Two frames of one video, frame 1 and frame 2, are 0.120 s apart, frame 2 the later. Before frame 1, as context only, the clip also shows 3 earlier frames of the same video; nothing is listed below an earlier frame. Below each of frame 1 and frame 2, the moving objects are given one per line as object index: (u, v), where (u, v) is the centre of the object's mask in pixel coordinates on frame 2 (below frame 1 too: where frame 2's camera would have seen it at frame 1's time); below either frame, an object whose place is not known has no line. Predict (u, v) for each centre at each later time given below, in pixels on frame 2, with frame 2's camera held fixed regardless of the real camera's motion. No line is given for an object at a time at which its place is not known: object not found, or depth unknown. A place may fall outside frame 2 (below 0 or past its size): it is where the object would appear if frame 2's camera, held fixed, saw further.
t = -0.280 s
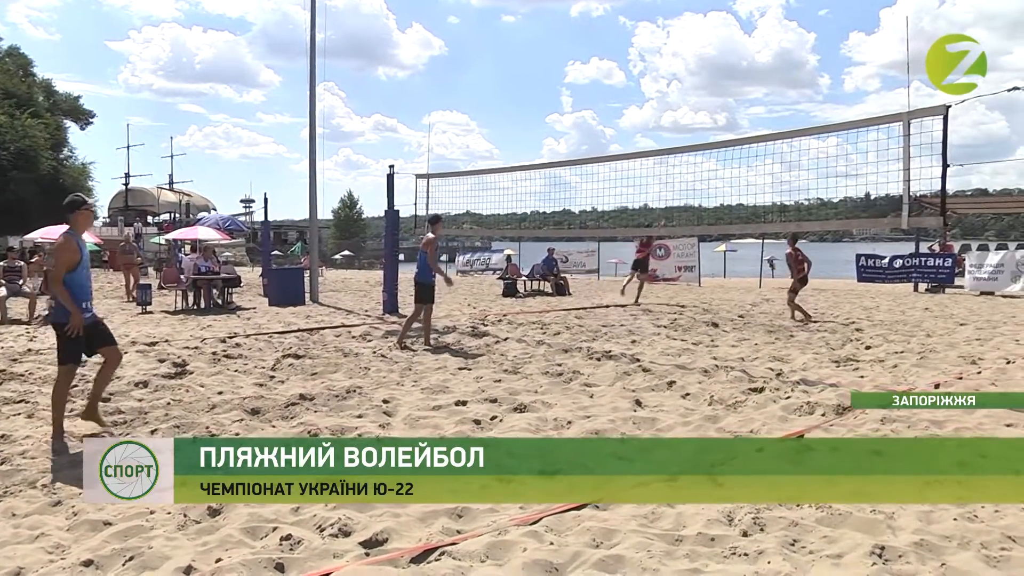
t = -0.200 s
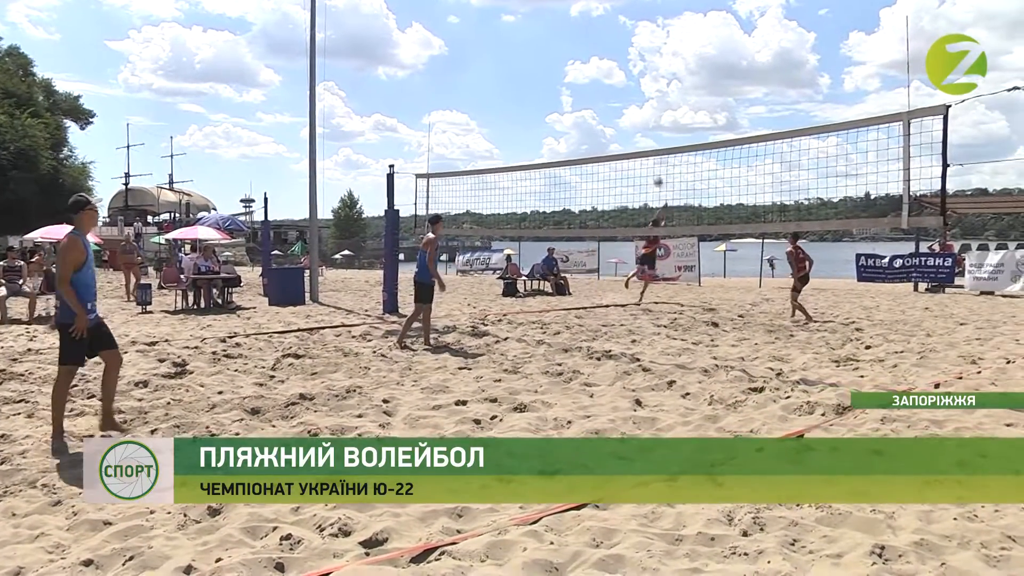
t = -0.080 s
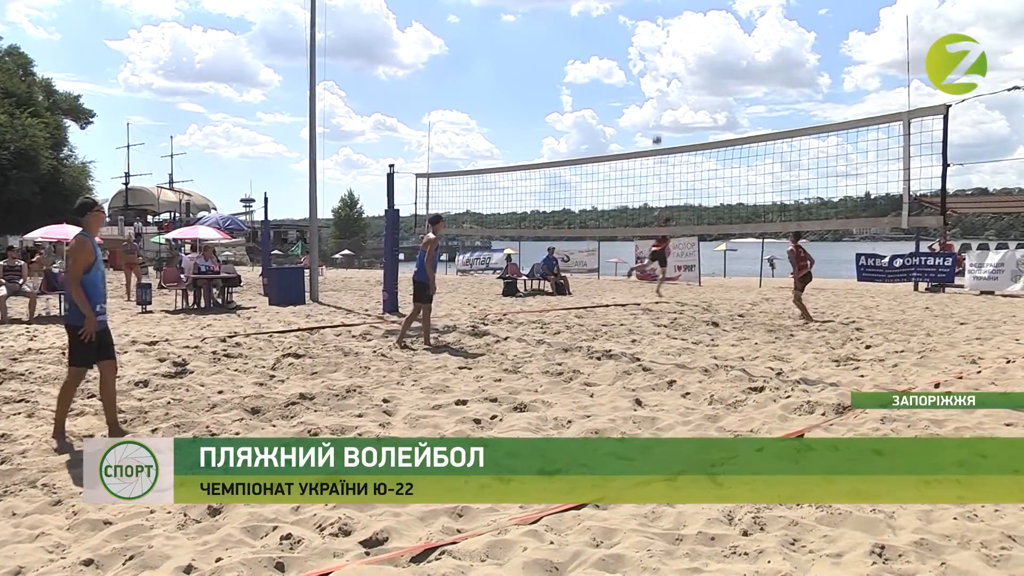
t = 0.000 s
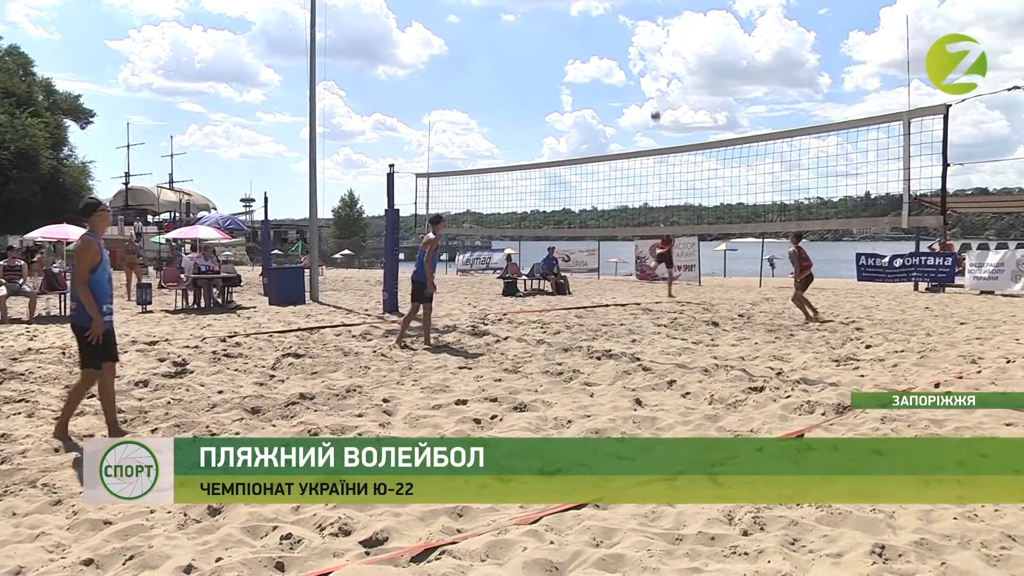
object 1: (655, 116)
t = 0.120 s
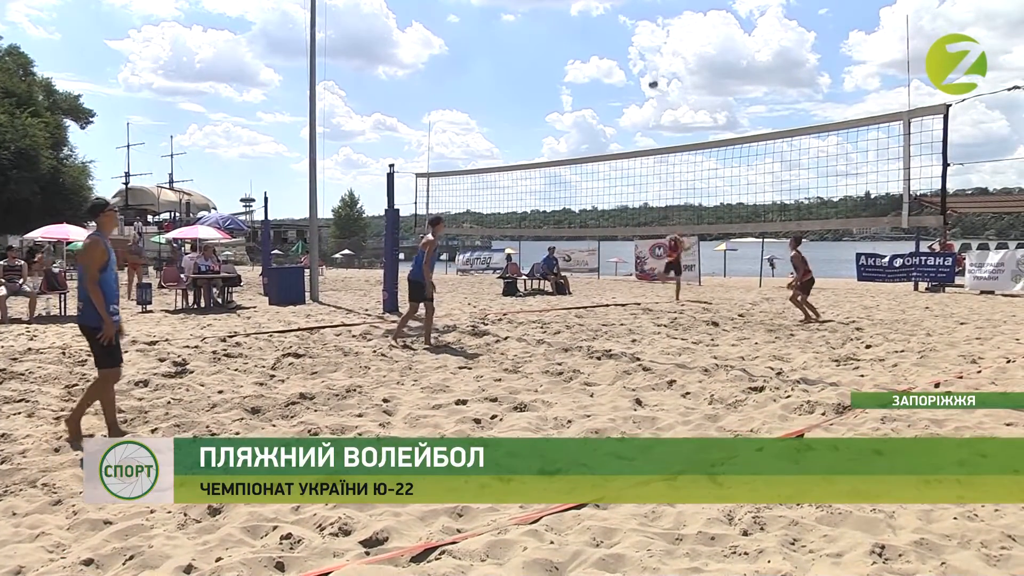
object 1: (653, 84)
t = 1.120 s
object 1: (625, 83)
